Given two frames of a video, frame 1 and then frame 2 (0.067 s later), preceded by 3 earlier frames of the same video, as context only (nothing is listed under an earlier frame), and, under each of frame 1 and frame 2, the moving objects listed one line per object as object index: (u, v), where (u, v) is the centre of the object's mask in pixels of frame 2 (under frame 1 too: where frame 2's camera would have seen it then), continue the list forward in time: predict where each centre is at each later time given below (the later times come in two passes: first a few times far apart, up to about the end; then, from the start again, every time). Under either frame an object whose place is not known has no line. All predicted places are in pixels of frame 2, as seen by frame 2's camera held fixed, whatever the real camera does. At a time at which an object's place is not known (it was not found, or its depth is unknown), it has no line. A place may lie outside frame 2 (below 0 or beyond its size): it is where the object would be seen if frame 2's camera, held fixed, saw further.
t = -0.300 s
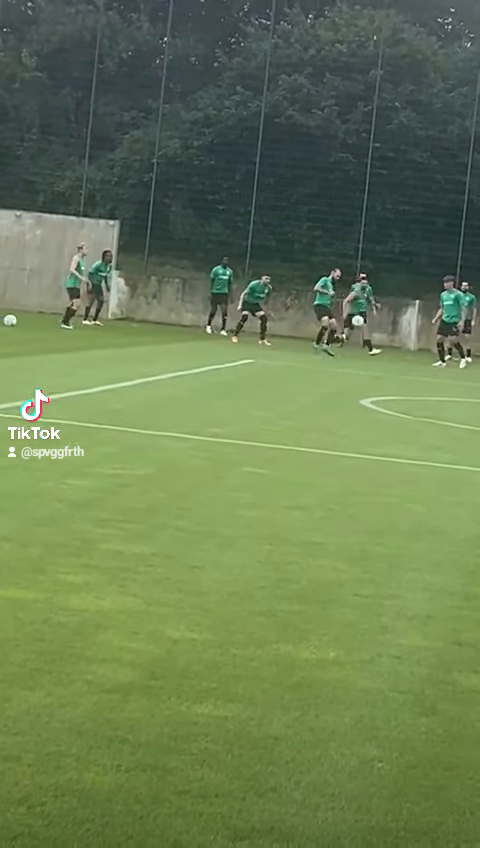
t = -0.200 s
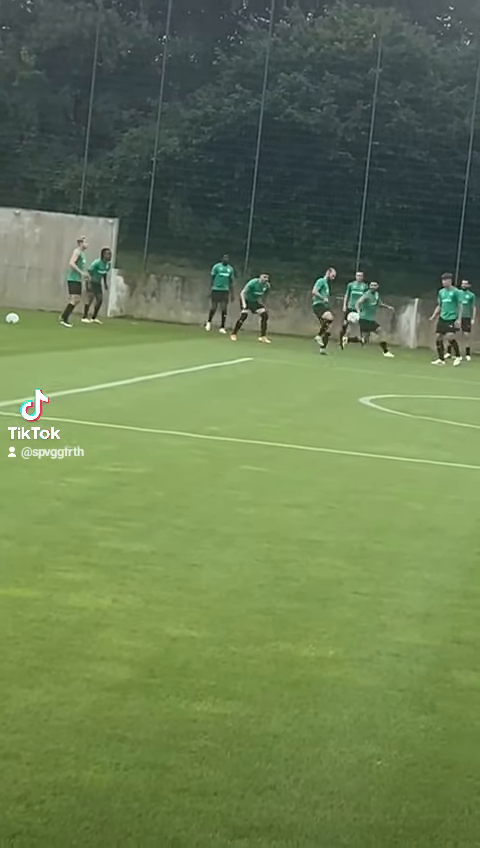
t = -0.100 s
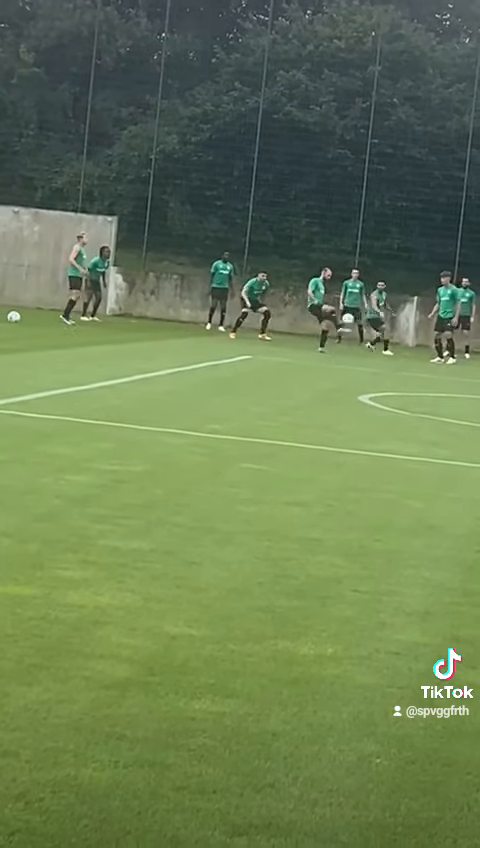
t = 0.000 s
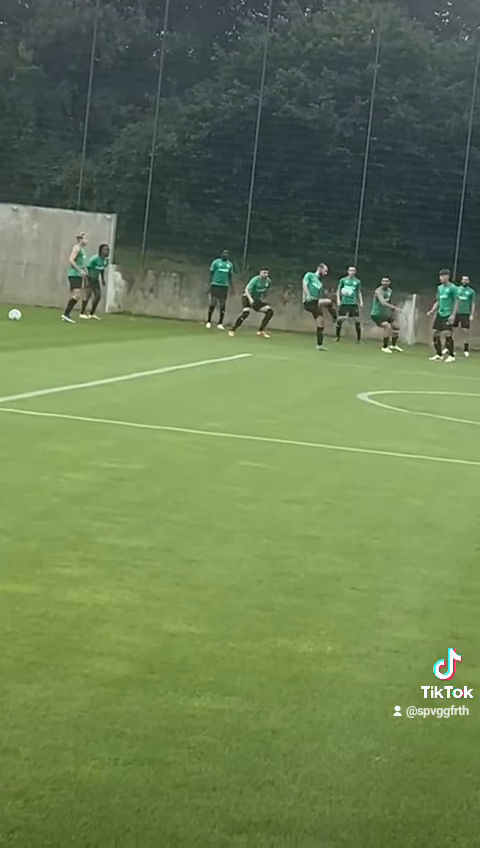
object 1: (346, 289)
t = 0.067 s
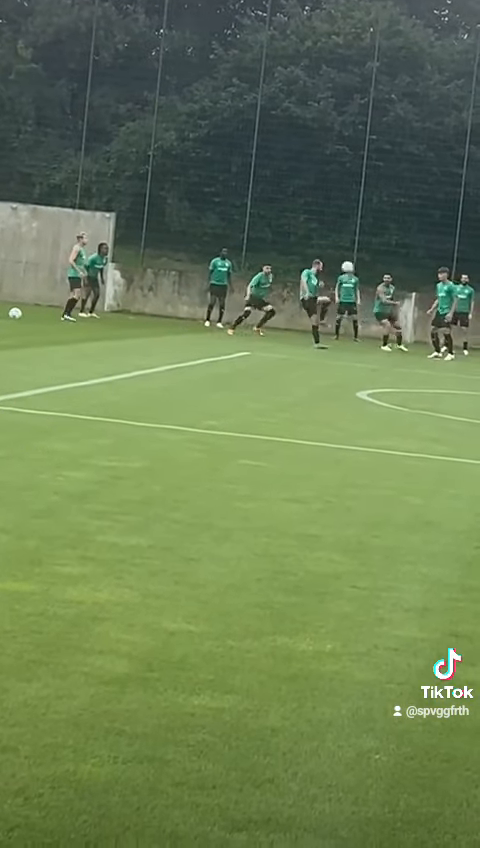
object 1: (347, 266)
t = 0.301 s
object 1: (349, 208)
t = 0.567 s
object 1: (349, 177)
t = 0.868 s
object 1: (345, 184)
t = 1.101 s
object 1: (339, 215)
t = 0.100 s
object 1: (348, 256)
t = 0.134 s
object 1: (348, 247)
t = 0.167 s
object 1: (348, 237)
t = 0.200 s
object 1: (349, 229)
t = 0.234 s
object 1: (349, 221)
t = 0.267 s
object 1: (349, 214)
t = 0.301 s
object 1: (349, 208)
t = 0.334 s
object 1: (350, 202)
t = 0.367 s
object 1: (350, 197)
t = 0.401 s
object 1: (350, 192)
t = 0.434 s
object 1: (350, 188)
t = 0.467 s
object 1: (349, 185)
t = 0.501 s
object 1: (349, 182)
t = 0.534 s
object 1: (349, 179)
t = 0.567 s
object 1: (349, 177)
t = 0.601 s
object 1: (349, 176)
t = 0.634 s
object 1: (348, 175)
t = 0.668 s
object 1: (348, 175)
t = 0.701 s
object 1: (348, 175)
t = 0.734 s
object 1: (347, 176)
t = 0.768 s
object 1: (347, 177)
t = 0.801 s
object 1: (346, 179)
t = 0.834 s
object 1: (346, 181)
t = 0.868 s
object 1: (345, 184)
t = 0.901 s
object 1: (344, 187)
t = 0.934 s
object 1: (344, 190)
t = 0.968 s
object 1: (343, 194)
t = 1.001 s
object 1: (342, 199)
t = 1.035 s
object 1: (341, 204)
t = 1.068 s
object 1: (340, 209)
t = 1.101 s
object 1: (339, 215)
